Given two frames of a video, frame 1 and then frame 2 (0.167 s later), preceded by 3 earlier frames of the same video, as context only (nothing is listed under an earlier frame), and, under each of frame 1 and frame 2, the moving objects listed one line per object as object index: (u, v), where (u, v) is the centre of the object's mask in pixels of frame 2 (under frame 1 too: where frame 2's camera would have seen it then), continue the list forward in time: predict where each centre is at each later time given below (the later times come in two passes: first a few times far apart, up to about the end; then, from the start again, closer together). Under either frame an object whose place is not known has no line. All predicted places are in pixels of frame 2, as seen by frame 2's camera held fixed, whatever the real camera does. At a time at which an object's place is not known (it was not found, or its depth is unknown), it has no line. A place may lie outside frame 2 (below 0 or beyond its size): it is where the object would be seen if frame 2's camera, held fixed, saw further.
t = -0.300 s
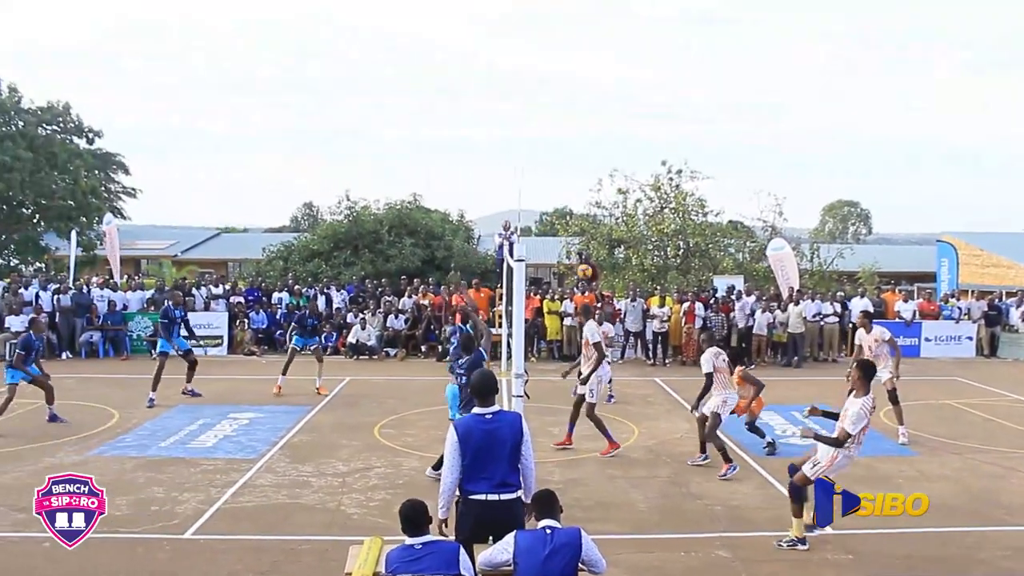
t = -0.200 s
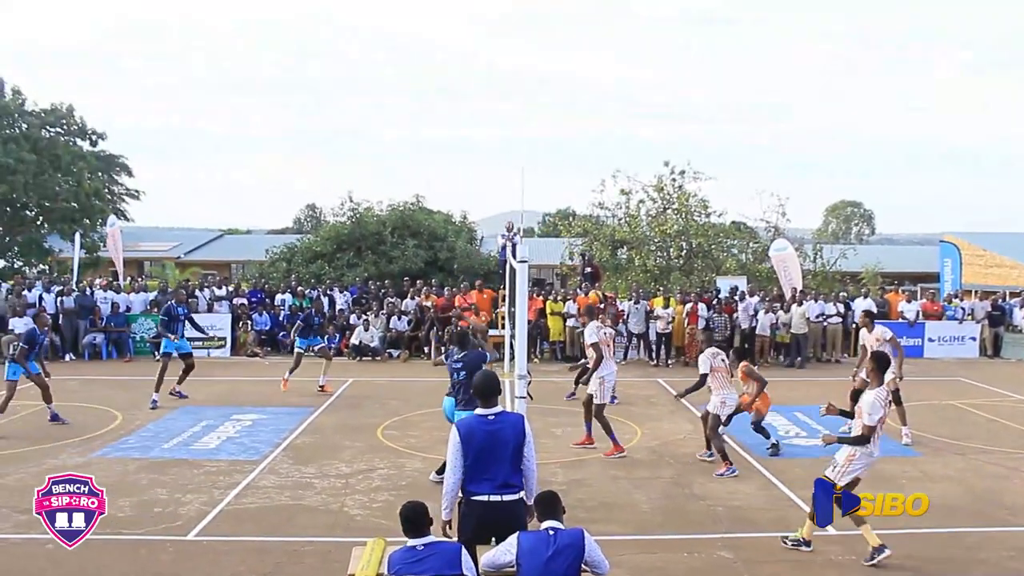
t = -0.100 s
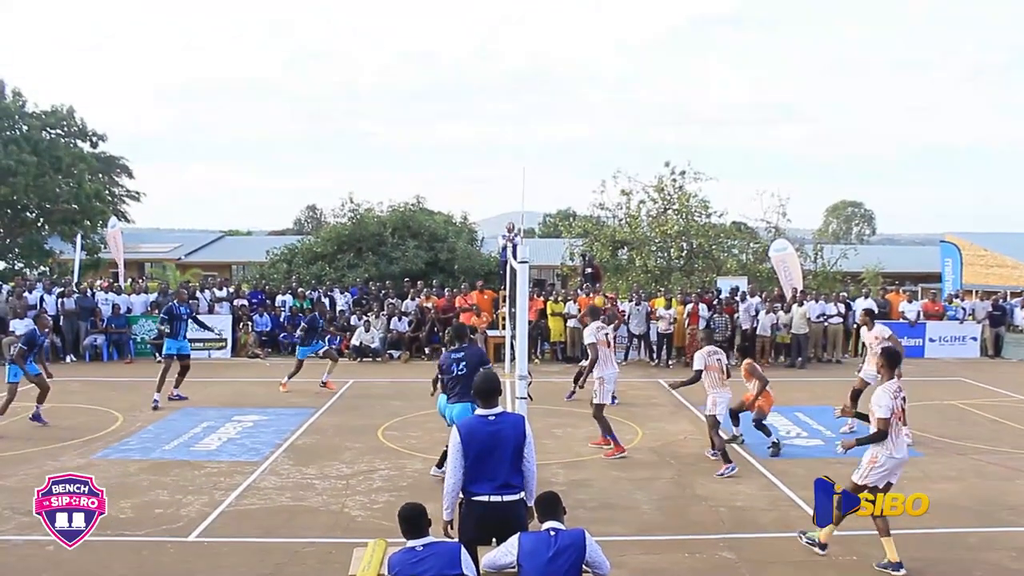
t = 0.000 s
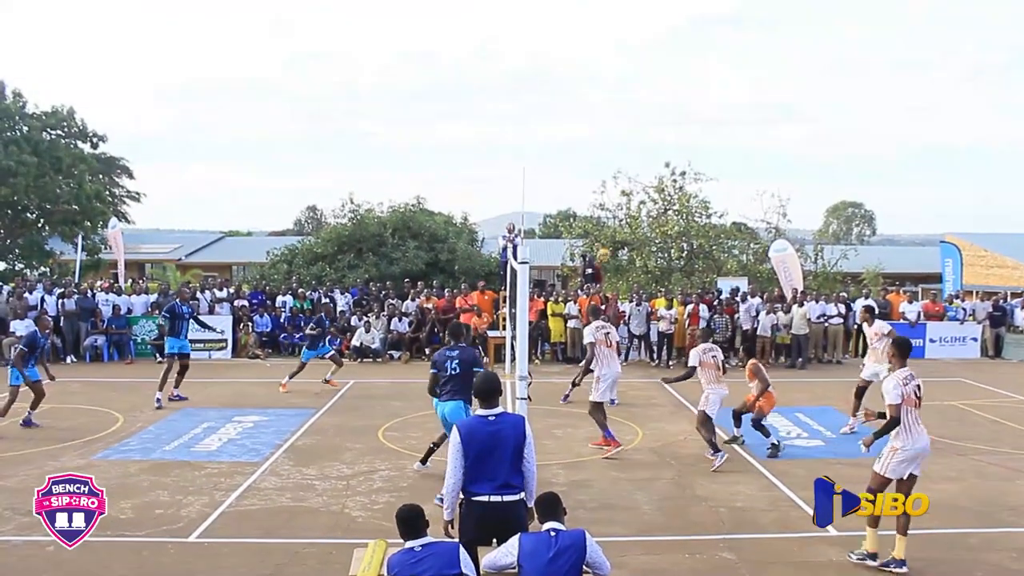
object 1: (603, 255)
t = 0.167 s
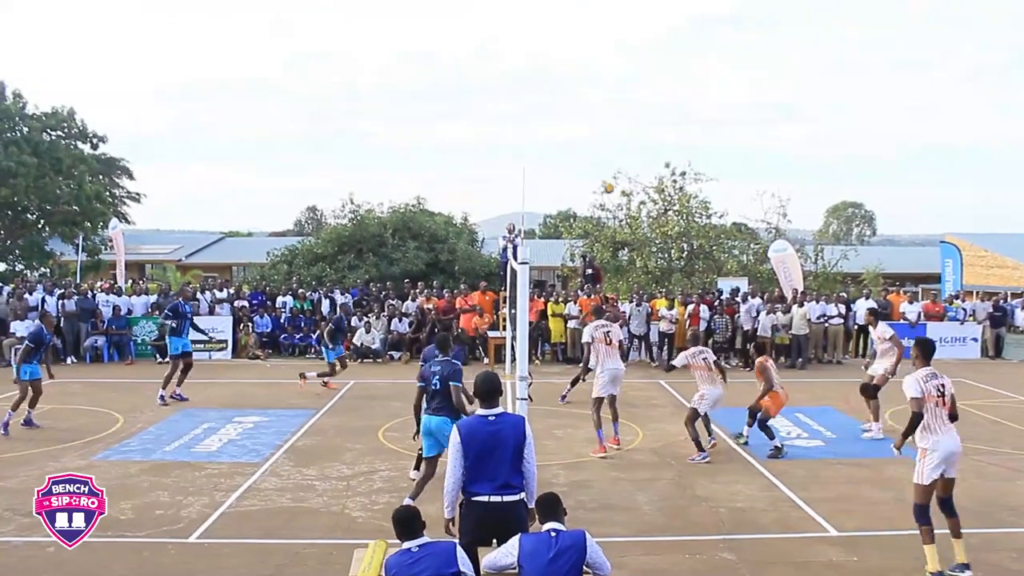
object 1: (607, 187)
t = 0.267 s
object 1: (610, 155)
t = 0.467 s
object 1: (613, 109)
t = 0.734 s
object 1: (617, 85)
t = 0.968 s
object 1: (618, 97)
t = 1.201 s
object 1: (618, 137)
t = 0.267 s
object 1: (610, 155)
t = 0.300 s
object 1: (610, 146)
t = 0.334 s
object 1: (611, 137)
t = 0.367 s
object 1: (612, 130)
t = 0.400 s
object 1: (612, 122)
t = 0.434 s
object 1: (613, 116)
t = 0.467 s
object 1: (613, 109)
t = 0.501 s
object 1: (614, 105)
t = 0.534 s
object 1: (614, 100)
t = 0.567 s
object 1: (614, 96)
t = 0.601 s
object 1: (615, 93)
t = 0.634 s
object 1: (615, 90)
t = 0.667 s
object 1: (616, 88)
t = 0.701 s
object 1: (616, 86)
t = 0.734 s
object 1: (617, 85)
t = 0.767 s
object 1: (617, 85)
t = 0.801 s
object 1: (617, 86)
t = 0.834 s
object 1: (617, 87)
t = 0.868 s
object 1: (618, 88)
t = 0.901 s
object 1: (618, 90)
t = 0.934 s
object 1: (618, 93)
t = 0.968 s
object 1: (618, 97)
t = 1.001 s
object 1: (618, 101)
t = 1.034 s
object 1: (618, 105)
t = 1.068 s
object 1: (618, 110)
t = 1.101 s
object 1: (618, 116)
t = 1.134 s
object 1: (618, 122)
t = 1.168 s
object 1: (618, 129)
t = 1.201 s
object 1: (618, 137)
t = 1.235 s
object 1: (618, 145)
